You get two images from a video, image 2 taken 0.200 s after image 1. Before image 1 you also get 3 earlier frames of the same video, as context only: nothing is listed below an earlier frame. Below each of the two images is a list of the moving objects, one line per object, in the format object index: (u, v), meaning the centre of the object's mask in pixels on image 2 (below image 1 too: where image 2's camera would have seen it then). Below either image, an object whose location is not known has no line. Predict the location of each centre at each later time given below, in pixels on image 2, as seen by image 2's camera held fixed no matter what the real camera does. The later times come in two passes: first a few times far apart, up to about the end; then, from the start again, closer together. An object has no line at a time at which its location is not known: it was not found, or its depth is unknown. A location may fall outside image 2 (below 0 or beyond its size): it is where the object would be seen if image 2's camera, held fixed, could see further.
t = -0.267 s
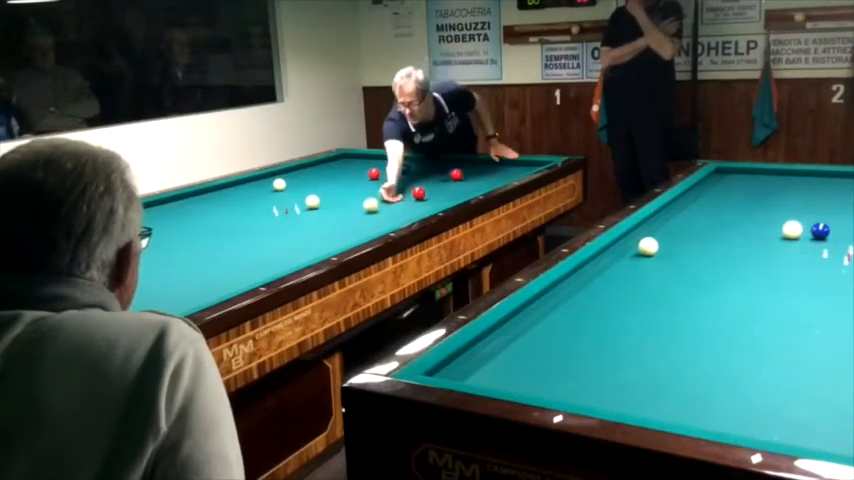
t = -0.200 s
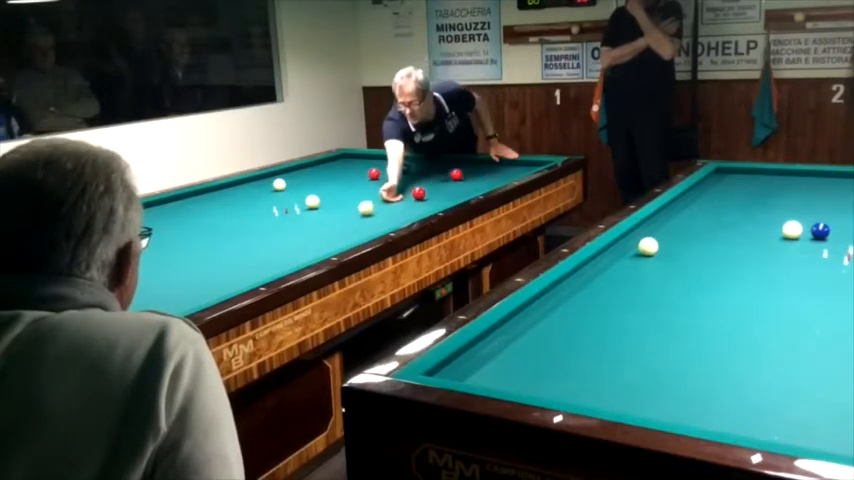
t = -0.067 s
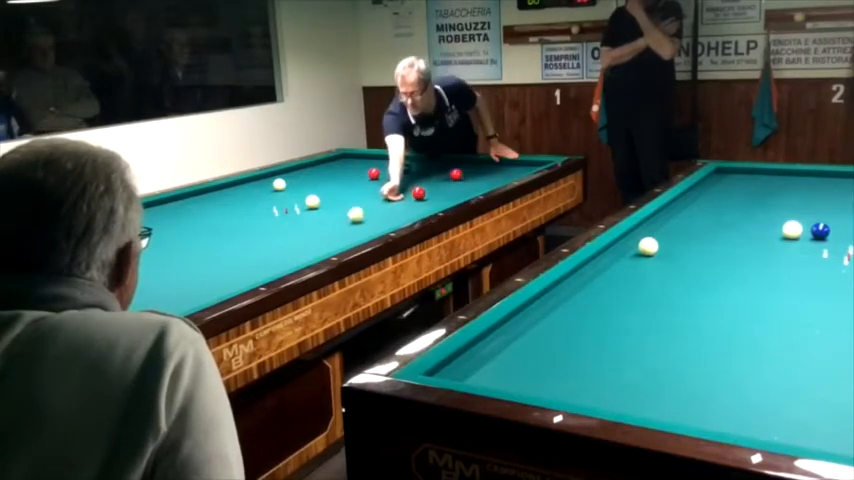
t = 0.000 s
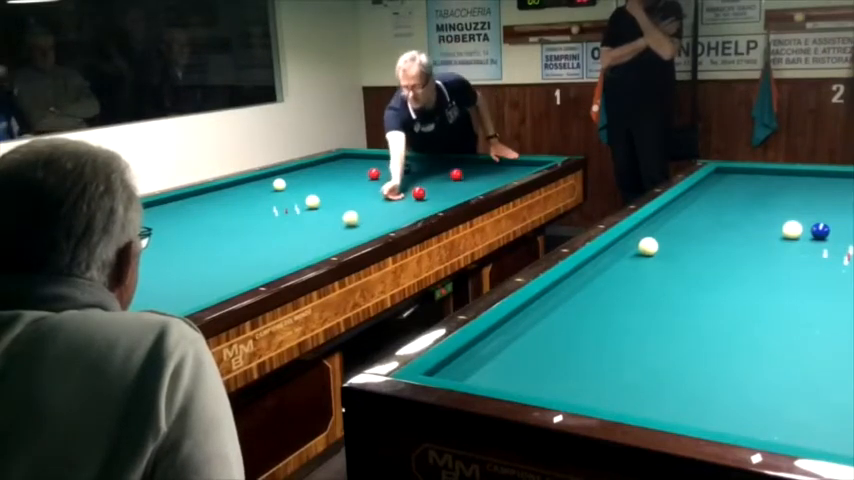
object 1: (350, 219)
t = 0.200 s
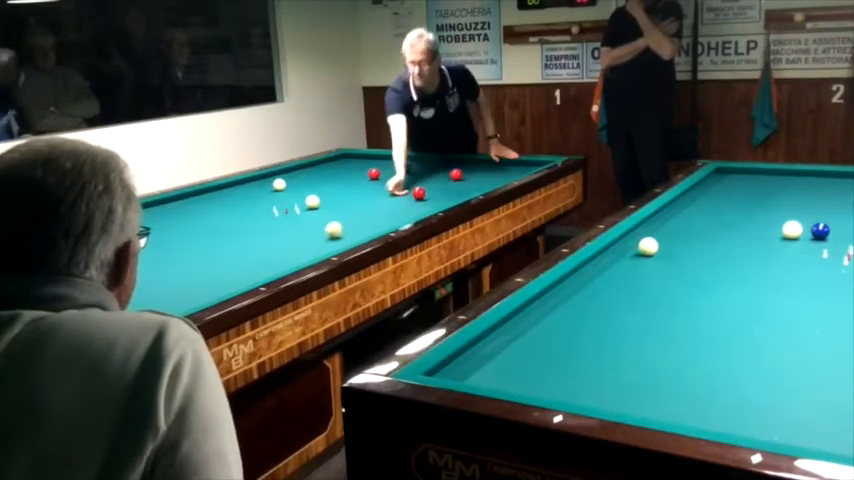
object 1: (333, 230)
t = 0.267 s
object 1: (328, 234)
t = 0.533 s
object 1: (301, 251)
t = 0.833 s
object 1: (266, 271)
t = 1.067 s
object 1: (222, 289)
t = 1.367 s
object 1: (149, 314)
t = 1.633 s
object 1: (155, 309)
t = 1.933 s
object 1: (184, 294)
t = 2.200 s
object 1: (207, 282)
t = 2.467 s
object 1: (227, 271)
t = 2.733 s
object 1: (246, 261)
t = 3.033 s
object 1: (264, 251)
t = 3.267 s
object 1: (277, 244)
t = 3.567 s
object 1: (292, 235)
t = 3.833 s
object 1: (304, 229)
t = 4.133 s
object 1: (317, 222)
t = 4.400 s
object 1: (327, 216)
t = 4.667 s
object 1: (337, 211)
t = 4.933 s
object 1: (345, 206)
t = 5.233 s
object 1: (354, 201)
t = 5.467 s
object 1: (360, 198)
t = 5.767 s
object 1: (368, 193)
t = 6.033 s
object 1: (375, 190)
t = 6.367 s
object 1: (382, 186)
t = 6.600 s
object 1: (387, 183)
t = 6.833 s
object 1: (391, 181)
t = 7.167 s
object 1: (397, 178)
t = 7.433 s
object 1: (402, 175)
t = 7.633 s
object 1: (405, 174)
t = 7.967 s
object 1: (410, 171)
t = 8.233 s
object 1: (414, 169)
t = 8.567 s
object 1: (419, 167)
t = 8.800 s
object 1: (422, 165)
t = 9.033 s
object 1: (425, 164)
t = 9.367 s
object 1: (429, 162)
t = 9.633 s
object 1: (433, 161)
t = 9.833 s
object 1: (435, 160)
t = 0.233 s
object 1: (331, 232)
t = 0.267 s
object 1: (328, 234)
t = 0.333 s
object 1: (321, 238)
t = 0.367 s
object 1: (318, 240)
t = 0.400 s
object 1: (315, 243)
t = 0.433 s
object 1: (312, 245)
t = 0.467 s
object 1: (308, 247)
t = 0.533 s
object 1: (301, 251)
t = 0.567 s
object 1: (298, 254)
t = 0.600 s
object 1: (294, 256)
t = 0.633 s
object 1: (290, 258)
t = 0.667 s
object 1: (287, 260)
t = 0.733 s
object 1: (278, 265)
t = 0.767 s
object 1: (274, 267)
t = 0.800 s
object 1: (270, 269)
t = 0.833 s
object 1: (266, 271)
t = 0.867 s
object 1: (262, 274)
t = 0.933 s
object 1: (252, 279)
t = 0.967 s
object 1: (245, 281)
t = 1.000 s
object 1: (237, 283)
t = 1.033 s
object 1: (230, 286)
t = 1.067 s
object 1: (222, 289)
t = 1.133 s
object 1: (207, 294)
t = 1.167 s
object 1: (199, 297)
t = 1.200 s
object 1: (191, 300)
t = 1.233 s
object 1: (183, 303)
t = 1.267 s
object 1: (175, 306)
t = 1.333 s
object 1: (158, 311)
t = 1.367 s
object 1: (149, 314)
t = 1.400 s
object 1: (140, 316)
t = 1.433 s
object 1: (133, 317)
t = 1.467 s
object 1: (136, 316)
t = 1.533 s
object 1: (144, 314)
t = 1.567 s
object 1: (148, 313)
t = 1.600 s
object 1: (151, 311)
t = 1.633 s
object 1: (155, 309)
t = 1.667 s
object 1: (158, 307)
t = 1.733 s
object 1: (165, 304)
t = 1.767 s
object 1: (168, 302)
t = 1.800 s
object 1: (172, 301)
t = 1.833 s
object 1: (175, 299)
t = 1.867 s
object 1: (178, 297)
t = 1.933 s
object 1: (184, 294)
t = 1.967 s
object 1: (187, 292)
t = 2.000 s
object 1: (190, 291)
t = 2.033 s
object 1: (193, 289)
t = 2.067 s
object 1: (196, 287)
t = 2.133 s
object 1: (201, 284)
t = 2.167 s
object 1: (204, 283)
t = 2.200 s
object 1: (207, 282)
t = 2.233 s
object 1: (210, 280)
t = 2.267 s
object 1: (212, 279)
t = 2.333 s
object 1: (217, 276)
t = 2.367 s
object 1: (220, 275)
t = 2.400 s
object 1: (223, 273)
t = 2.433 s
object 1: (225, 272)
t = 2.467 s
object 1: (227, 271)
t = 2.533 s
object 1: (232, 268)
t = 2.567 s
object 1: (234, 267)
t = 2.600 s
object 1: (237, 266)
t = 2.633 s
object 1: (239, 264)
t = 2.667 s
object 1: (241, 263)
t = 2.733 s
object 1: (246, 261)
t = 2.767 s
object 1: (248, 259)
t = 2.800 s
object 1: (250, 258)
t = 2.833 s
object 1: (252, 257)
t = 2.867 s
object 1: (254, 256)
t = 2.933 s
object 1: (258, 254)
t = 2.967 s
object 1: (260, 253)
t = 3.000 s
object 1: (262, 252)
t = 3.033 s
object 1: (264, 251)
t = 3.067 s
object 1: (266, 250)
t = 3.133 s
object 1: (270, 247)
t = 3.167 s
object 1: (271, 247)
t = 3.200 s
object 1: (273, 246)
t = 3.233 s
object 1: (275, 245)
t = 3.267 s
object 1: (277, 244)
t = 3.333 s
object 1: (280, 242)
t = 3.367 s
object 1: (282, 241)
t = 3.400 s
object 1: (284, 240)
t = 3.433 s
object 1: (286, 239)
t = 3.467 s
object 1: (287, 238)
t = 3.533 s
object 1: (291, 236)
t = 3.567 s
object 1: (292, 235)
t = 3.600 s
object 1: (294, 235)
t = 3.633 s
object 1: (295, 234)
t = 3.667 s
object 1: (297, 233)
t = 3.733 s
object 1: (299, 231)
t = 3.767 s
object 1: (301, 231)
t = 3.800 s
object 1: (303, 230)
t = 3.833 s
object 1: (304, 229)
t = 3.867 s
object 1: (306, 228)
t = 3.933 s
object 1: (309, 226)
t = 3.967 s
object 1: (310, 226)
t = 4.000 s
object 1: (311, 225)
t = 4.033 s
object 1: (313, 224)
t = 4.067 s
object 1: (314, 224)
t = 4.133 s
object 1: (317, 222)
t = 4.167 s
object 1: (318, 221)
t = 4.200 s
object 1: (320, 221)
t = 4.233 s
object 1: (321, 220)
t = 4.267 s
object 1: (322, 219)
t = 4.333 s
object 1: (325, 218)
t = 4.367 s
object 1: (326, 217)
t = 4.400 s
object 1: (327, 216)
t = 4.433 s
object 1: (328, 216)
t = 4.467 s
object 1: (329, 215)
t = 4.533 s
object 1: (332, 214)
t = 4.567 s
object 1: (333, 213)
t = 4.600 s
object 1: (334, 213)
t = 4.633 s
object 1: (335, 212)
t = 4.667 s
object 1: (337, 211)
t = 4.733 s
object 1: (339, 210)
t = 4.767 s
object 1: (340, 209)
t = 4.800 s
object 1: (341, 209)
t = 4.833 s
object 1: (342, 208)
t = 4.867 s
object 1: (343, 208)
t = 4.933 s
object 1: (345, 206)
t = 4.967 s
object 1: (346, 206)
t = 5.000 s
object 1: (347, 205)
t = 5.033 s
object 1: (348, 205)
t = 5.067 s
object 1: (349, 204)
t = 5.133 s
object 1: (351, 203)
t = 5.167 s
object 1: (352, 202)
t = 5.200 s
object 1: (353, 202)
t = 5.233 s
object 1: (354, 201)
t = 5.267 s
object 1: (355, 201)
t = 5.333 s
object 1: (357, 200)
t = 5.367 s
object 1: (358, 200)
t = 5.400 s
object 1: (359, 199)
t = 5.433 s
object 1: (360, 199)
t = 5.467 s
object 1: (360, 198)
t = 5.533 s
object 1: (362, 197)
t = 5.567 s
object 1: (363, 196)
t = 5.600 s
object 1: (364, 196)
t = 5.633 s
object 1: (365, 196)
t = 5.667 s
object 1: (366, 195)
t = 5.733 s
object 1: (367, 194)
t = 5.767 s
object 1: (368, 193)
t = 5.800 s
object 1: (369, 193)
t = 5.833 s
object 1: (370, 193)
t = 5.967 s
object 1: (373, 191)
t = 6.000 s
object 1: (374, 190)
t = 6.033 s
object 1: (375, 190)
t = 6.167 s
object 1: (378, 188)
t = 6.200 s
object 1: (378, 188)
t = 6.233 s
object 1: (379, 188)
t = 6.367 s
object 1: (382, 186)
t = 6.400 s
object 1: (382, 186)
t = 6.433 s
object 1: (383, 185)
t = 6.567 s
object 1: (386, 184)
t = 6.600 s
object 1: (387, 183)
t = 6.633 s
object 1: (388, 183)
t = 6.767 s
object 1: (390, 182)
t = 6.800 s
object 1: (391, 181)
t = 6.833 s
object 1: (391, 181)
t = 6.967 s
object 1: (394, 180)
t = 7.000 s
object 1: (394, 179)
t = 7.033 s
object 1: (395, 179)
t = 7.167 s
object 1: (397, 178)
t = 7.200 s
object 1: (398, 177)
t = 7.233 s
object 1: (398, 177)
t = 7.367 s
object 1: (401, 176)
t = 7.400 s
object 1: (401, 176)
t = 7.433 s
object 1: (402, 175)
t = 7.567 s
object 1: (404, 174)
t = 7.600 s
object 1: (404, 174)
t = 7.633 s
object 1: (405, 174)
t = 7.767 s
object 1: (407, 172)
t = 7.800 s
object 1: (408, 172)
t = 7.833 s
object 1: (408, 172)
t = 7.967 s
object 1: (410, 171)
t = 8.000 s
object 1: (410, 171)
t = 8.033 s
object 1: (411, 170)
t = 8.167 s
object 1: (413, 169)
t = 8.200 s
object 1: (413, 169)
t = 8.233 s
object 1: (414, 169)
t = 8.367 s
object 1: (416, 168)
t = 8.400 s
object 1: (416, 168)
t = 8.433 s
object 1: (417, 168)
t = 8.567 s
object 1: (419, 167)
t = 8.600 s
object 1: (419, 167)
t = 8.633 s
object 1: (419, 166)
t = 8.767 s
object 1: (422, 166)
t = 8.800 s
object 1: (422, 165)
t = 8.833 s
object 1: (423, 165)
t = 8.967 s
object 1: (424, 164)
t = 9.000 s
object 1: (425, 164)
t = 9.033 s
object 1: (425, 164)
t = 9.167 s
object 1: (427, 163)
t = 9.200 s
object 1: (427, 163)
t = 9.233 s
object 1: (428, 163)
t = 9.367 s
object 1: (429, 162)
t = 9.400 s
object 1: (430, 162)
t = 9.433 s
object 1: (430, 162)
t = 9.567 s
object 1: (432, 161)
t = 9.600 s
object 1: (432, 161)
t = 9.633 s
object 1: (433, 161)
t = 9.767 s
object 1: (434, 160)
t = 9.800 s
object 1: (434, 160)
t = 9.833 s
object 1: (435, 160)
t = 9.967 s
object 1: (436, 159)
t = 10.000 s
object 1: (437, 159)
